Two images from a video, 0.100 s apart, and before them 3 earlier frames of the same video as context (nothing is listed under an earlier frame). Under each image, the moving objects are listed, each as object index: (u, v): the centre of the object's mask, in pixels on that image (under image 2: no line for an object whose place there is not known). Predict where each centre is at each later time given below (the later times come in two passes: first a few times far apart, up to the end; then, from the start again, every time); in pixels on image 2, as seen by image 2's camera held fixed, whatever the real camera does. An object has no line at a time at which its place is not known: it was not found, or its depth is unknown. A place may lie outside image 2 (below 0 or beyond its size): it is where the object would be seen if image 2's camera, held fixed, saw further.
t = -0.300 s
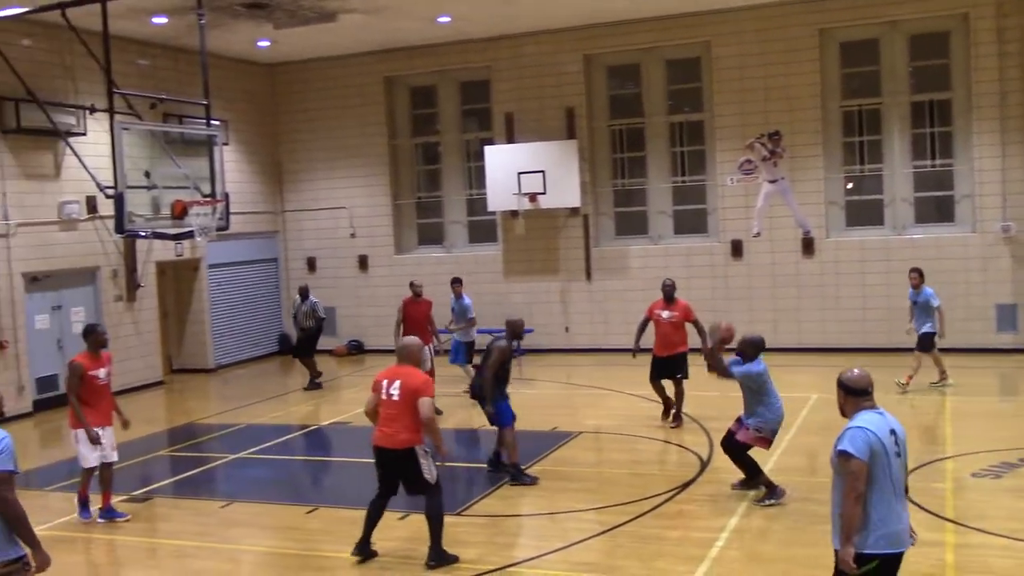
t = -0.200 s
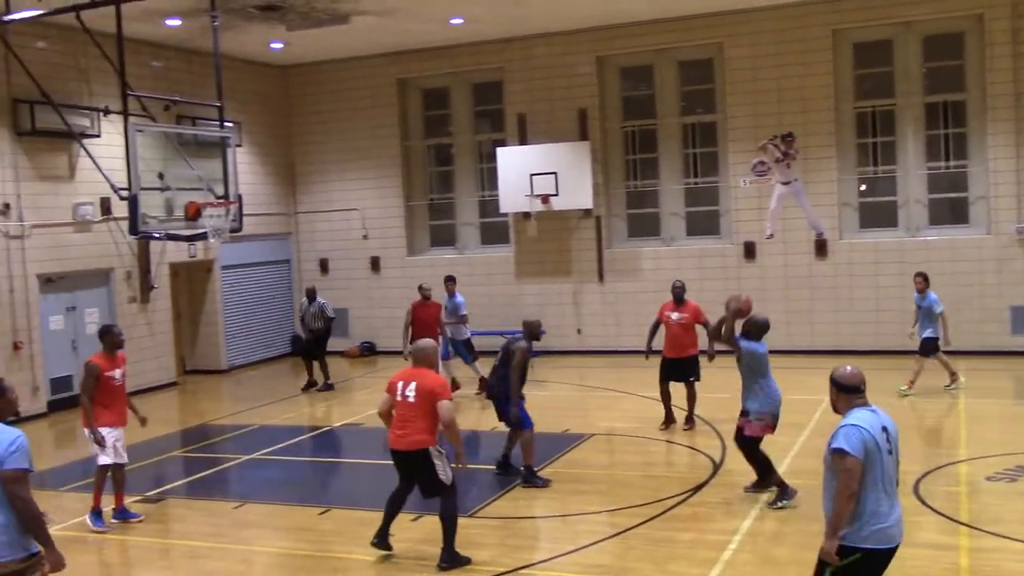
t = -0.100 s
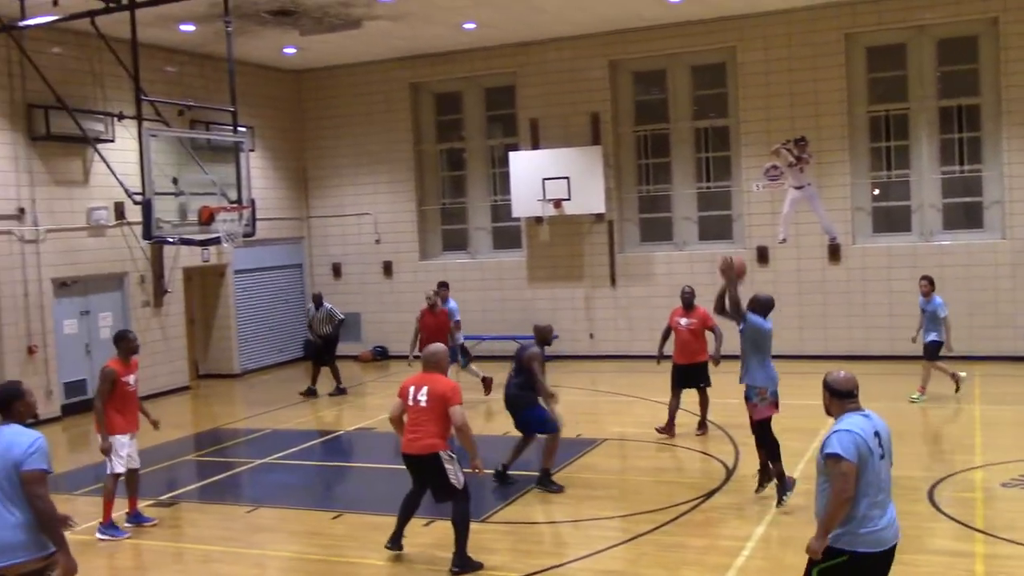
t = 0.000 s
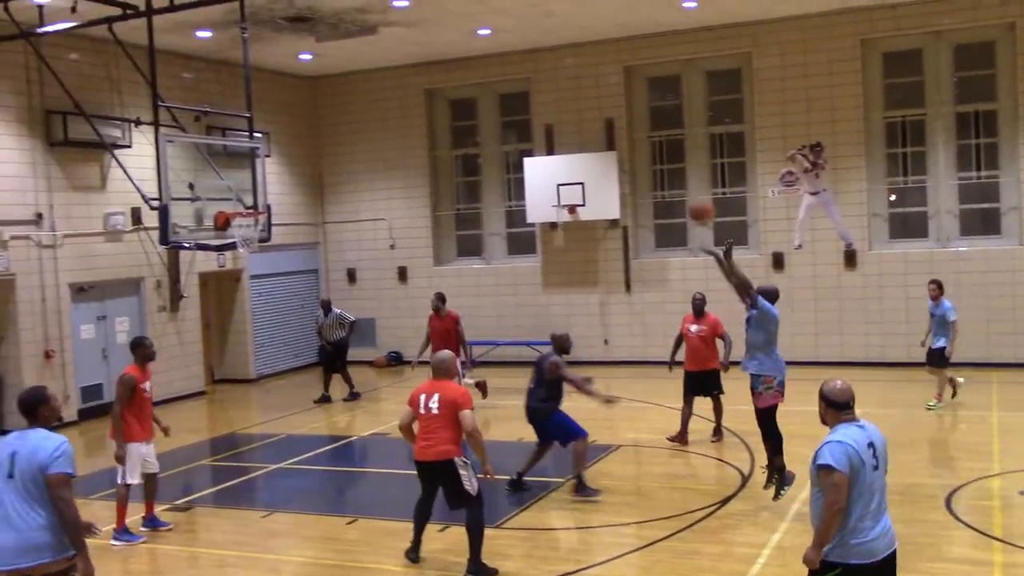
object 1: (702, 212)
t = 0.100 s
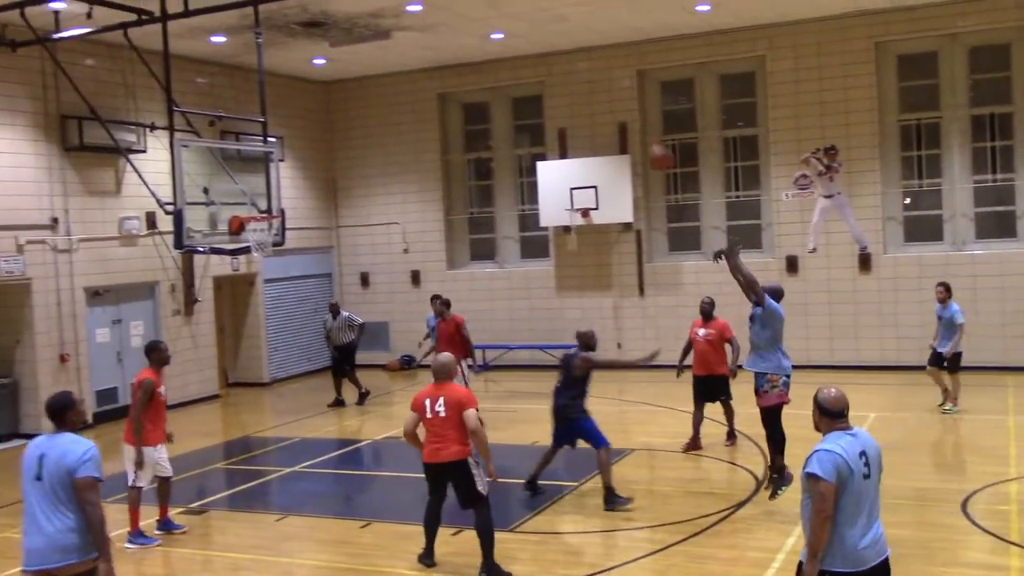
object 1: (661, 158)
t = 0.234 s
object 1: (593, 106)
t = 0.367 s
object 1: (532, 74)
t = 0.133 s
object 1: (642, 142)
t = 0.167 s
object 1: (626, 129)
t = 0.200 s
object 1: (610, 116)
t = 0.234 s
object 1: (593, 106)
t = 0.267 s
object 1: (578, 96)
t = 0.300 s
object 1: (563, 87)
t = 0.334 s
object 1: (547, 80)
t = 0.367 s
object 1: (532, 74)
